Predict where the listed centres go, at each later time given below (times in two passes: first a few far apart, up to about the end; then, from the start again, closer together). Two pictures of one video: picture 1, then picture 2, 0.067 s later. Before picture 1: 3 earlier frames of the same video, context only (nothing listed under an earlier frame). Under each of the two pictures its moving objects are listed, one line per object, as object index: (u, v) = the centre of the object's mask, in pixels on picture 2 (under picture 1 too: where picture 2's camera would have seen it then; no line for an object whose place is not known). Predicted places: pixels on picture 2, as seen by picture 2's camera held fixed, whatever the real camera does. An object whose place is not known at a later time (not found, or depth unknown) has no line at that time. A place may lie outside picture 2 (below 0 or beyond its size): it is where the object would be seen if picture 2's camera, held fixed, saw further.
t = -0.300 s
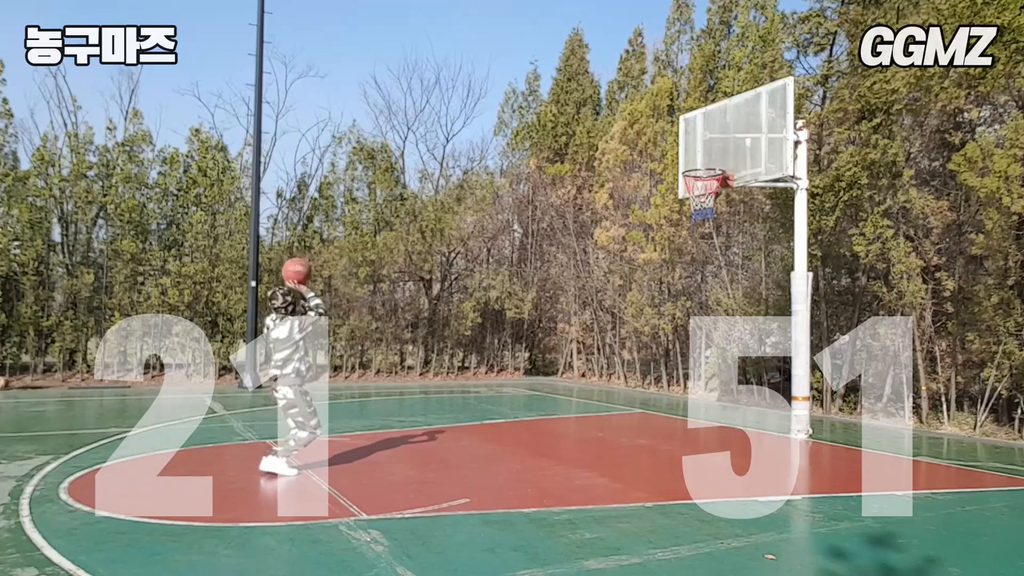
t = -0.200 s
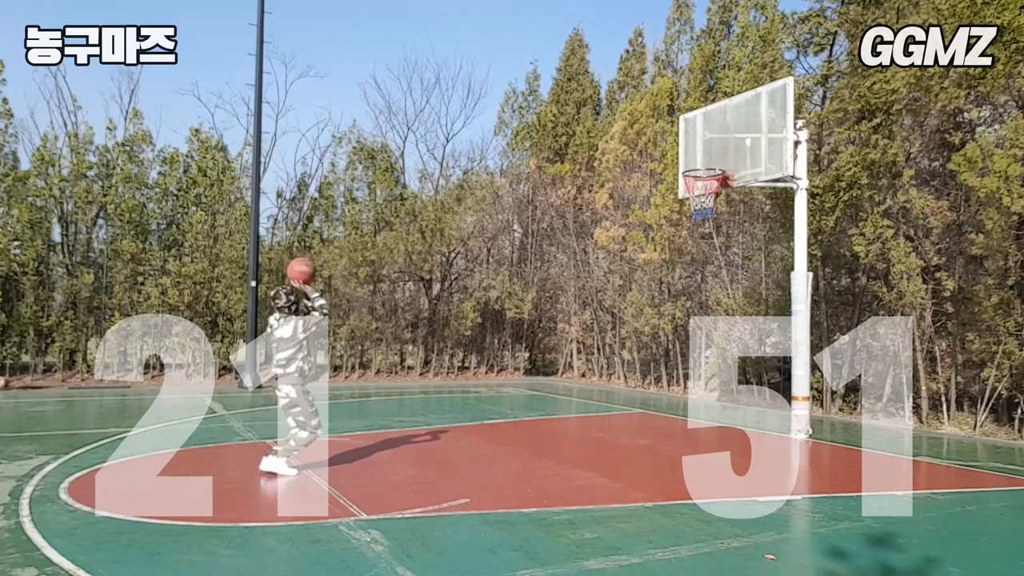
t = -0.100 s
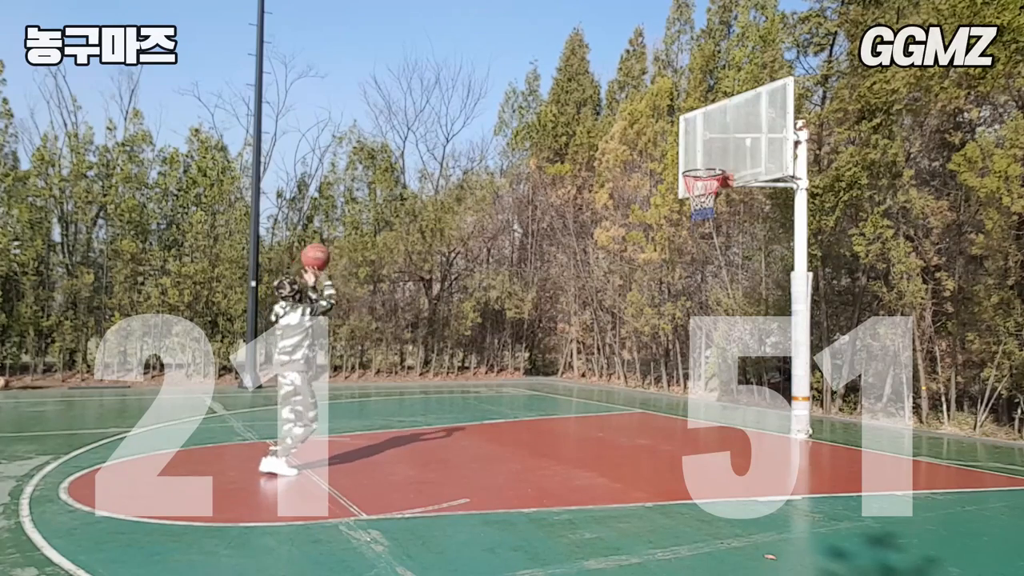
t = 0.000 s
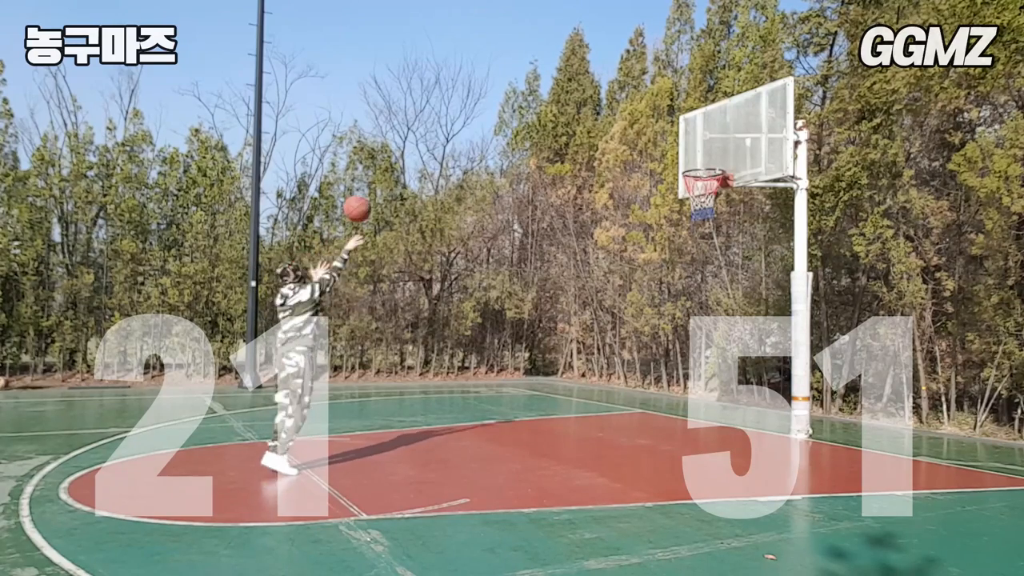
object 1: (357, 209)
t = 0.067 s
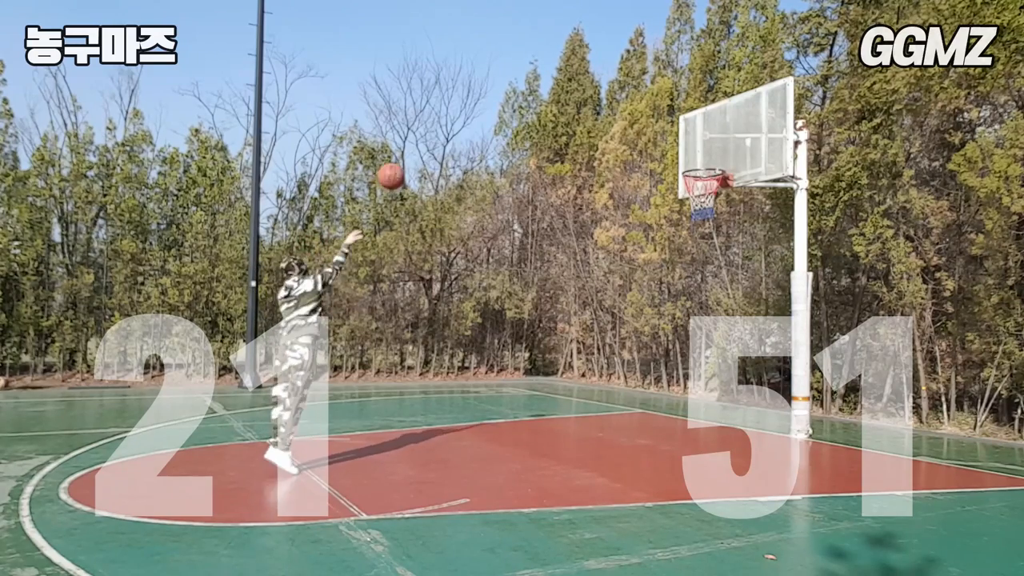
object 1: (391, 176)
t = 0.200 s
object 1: (455, 130)
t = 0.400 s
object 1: (538, 98)
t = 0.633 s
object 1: (624, 111)
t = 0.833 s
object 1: (688, 157)
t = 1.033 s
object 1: (712, 217)
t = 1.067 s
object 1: (712, 227)
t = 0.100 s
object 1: (407, 162)
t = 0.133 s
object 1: (424, 150)
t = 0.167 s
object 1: (439, 140)
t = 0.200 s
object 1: (455, 130)
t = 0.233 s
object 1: (470, 122)
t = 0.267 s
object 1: (484, 115)
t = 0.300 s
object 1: (498, 109)
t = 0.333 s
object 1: (512, 104)
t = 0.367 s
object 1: (526, 100)
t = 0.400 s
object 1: (538, 98)
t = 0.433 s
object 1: (552, 97)
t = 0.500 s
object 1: (577, 98)
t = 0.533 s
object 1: (589, 100)
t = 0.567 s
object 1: (601, 102)
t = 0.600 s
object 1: (612, 106)
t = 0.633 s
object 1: (624, 111)
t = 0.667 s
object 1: (635, 117)
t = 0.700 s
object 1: (646, 123)
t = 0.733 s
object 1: (657, 130)
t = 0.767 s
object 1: (668, 138)
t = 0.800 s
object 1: (679, 147)
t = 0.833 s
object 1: (688, 157)
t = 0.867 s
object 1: (699, 168)
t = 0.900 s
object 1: (708, 179)
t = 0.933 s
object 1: (712, 189)
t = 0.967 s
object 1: (714, 192)
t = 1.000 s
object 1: (709, 212)
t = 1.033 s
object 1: (712, 217)
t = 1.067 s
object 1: (712, 227)
